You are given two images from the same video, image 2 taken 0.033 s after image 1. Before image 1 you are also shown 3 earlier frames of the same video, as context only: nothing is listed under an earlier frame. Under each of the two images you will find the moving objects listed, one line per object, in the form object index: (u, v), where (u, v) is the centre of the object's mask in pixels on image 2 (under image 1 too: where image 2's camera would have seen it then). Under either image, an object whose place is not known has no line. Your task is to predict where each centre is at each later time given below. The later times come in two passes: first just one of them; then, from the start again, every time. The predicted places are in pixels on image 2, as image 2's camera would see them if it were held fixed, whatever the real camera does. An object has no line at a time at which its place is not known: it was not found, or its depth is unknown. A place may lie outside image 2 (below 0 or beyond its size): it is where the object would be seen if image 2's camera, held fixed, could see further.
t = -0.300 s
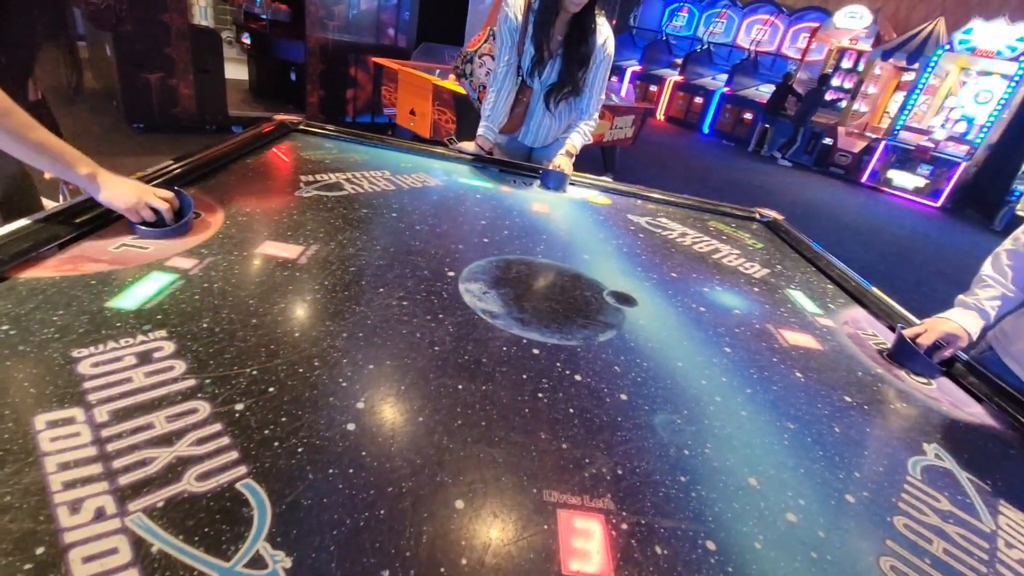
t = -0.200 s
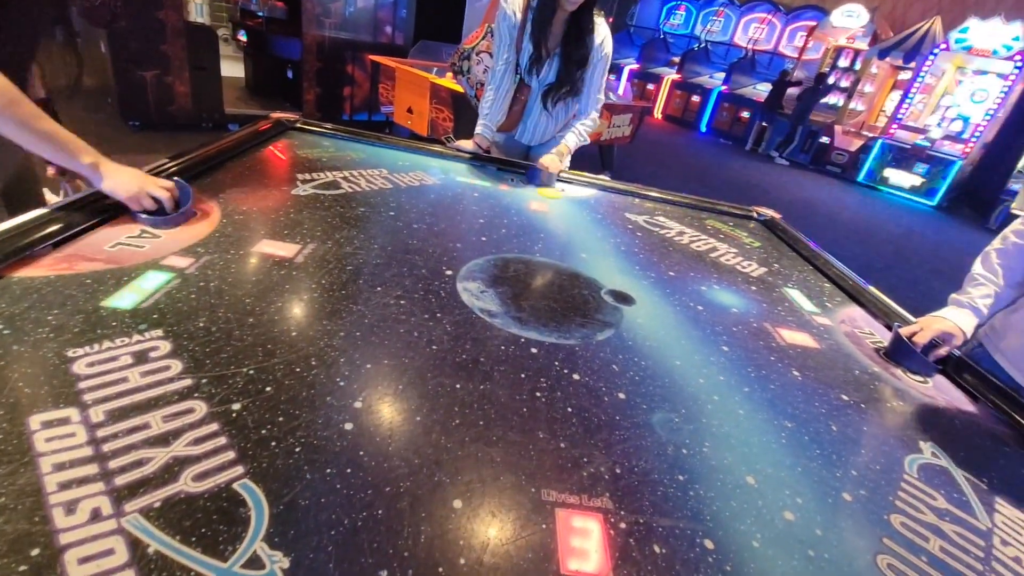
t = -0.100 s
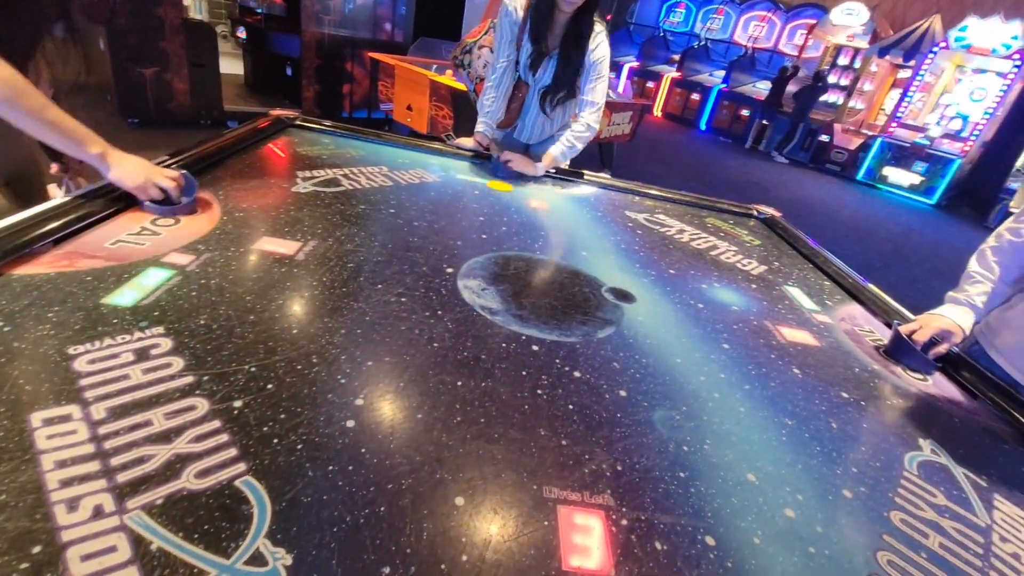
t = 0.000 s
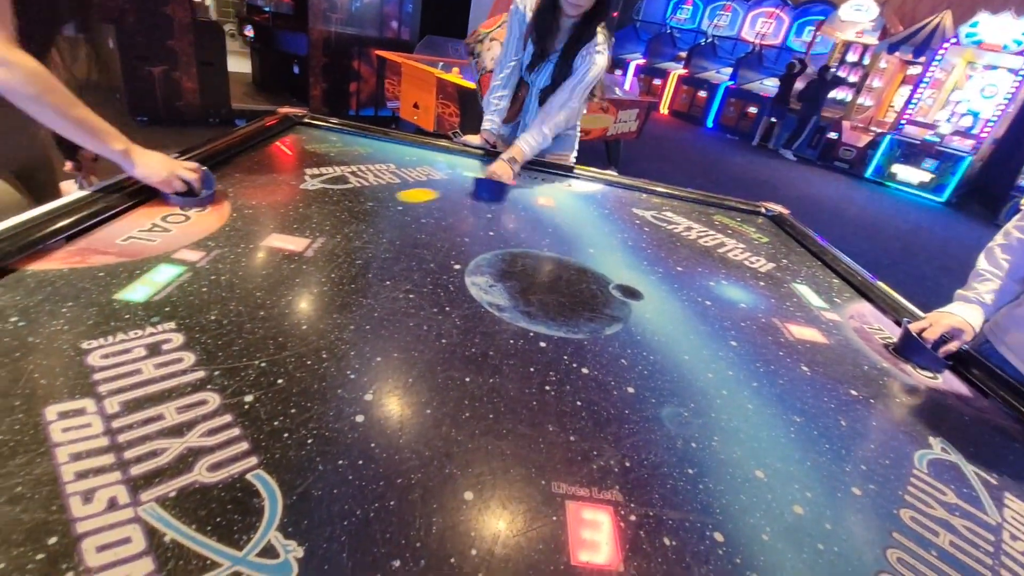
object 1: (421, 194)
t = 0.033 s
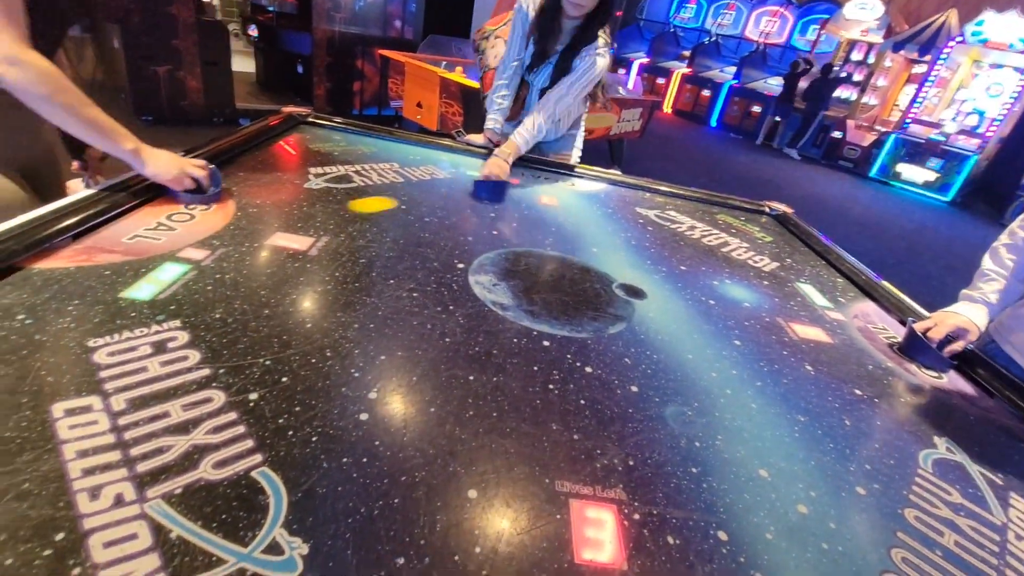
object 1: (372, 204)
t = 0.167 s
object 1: (81, 266)
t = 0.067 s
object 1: (313, 217)
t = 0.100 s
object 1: (278, 225)
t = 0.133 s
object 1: (197, 242)
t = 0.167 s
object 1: (81, 266)
